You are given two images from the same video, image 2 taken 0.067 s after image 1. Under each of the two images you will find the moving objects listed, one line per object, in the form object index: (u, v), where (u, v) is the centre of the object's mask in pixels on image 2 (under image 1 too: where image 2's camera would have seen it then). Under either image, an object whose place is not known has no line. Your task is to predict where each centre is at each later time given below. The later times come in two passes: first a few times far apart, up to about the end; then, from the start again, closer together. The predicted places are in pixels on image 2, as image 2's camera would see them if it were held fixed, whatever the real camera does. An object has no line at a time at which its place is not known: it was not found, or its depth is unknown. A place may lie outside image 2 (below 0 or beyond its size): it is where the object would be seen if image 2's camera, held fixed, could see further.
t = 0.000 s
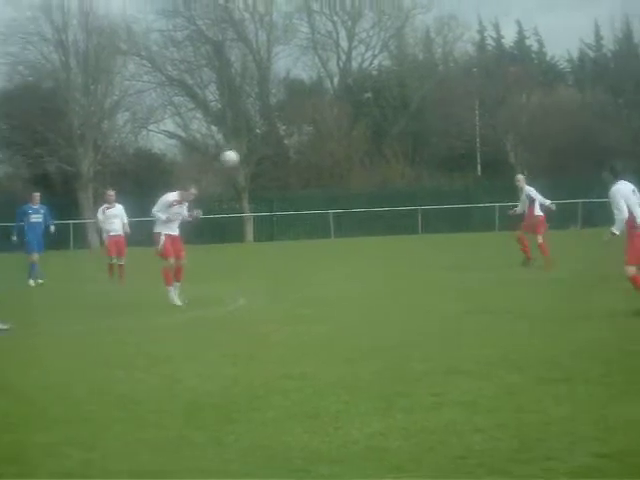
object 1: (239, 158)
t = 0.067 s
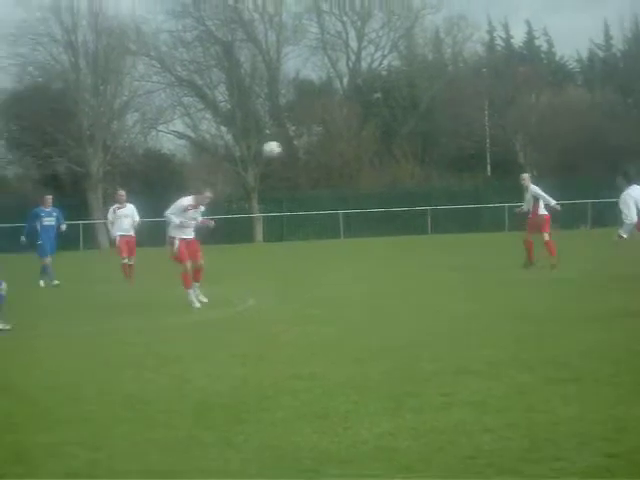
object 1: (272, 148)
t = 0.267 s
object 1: (371, 140)
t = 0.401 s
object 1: (440, 152)
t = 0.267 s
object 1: (371, 140)
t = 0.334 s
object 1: (405, 143)
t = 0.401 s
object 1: (440, 152)
